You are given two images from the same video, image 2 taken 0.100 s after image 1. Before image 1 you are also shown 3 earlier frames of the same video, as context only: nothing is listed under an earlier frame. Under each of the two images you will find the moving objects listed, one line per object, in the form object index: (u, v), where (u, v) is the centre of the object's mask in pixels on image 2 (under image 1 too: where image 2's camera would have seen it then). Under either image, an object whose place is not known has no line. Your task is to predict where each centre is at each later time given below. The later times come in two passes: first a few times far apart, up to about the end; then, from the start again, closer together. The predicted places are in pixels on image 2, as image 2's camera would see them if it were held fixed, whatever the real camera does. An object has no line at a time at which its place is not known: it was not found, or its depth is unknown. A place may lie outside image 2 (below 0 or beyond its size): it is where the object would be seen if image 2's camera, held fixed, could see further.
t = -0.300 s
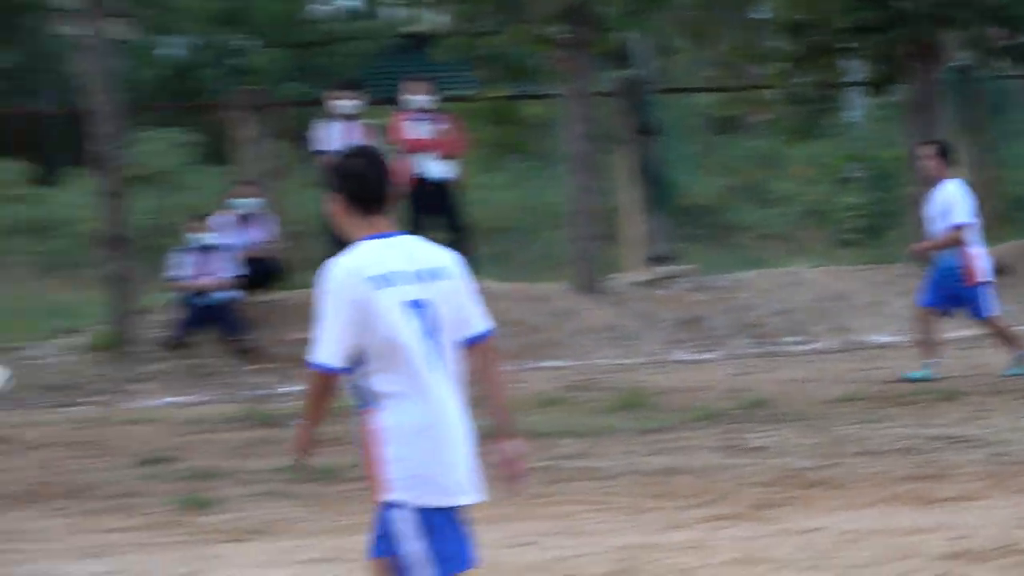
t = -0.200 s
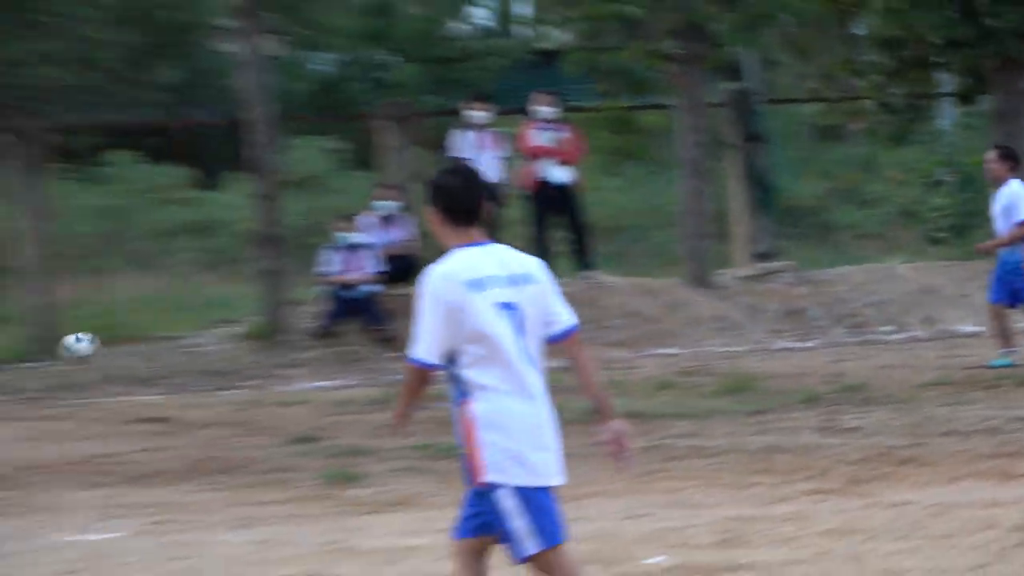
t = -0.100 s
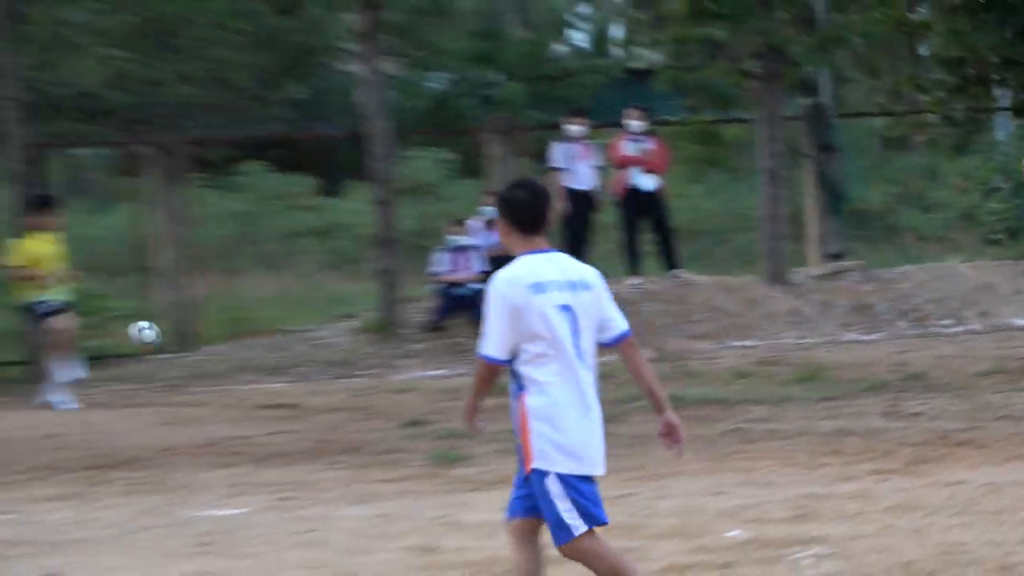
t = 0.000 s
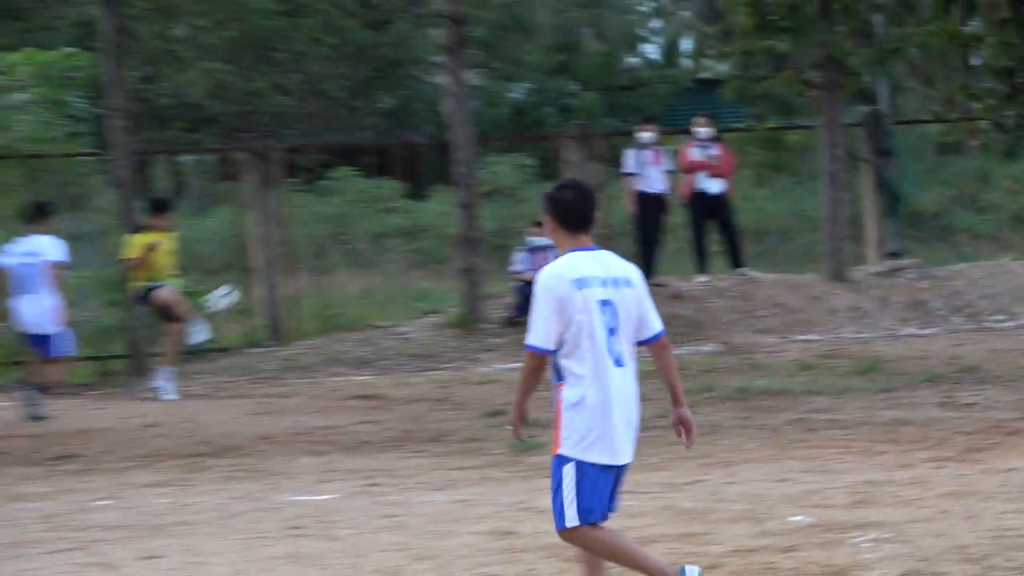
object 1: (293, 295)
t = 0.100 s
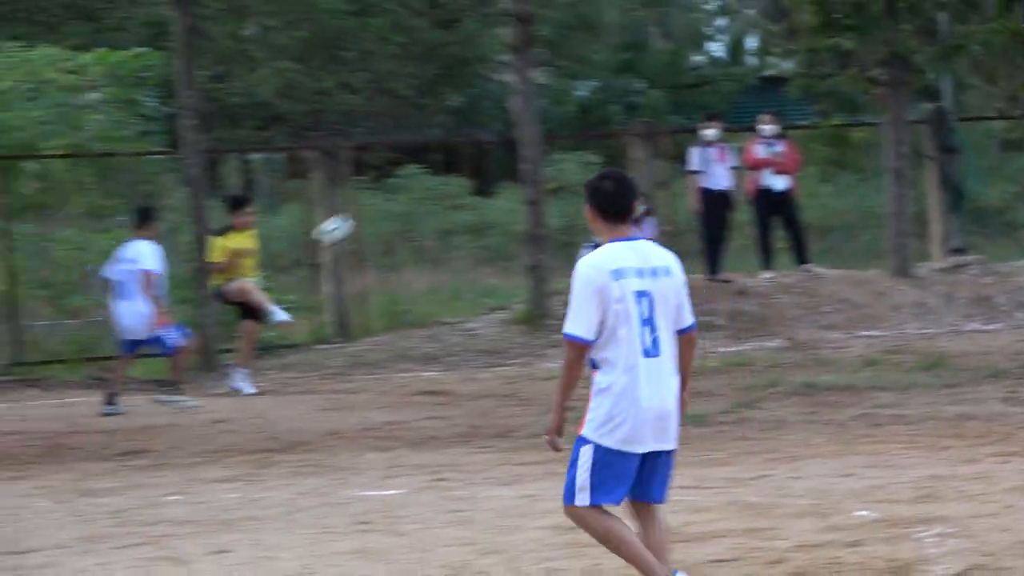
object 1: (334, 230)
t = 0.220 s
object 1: (388, 162)
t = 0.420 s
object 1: (488, 87)
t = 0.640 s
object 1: (607, 63)
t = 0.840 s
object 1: (728, 96)
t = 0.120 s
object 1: (343, 216)
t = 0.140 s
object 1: (352, 205)
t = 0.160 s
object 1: (361, 194)
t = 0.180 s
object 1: (371, 182)
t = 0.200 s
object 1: (379, 172)
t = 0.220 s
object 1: (388, 162)
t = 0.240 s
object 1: (397, 154)
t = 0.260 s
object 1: (408, 145)
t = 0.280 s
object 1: (418, 136)
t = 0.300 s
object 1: (428, 128)
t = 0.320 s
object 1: (439, 119)
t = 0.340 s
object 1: (448, 112)
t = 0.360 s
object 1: (457, 105)
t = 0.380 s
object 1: (468, 98)
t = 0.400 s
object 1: (478, 93)
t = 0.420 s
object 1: (488, 87)
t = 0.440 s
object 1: (498, 83)
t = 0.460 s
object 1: (510, 78)
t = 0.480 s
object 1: (519, 75)
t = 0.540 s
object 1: (551, 67)
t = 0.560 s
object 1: (562, 65)
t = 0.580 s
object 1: (573, 63)
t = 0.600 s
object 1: (584, 62)
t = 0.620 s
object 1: (596, 62)
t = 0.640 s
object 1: (607, 63)
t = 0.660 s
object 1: (619, 62)
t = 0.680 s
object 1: (631, 64)
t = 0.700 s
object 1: (642, 66)
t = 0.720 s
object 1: (654, 68)
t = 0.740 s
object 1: (666, 71)
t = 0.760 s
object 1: (678, 74)
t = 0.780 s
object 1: (690, 79)
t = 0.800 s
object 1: (703, 84)
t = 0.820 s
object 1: (714, 90)
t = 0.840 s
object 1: (728, 96)
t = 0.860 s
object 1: (741, 103)
